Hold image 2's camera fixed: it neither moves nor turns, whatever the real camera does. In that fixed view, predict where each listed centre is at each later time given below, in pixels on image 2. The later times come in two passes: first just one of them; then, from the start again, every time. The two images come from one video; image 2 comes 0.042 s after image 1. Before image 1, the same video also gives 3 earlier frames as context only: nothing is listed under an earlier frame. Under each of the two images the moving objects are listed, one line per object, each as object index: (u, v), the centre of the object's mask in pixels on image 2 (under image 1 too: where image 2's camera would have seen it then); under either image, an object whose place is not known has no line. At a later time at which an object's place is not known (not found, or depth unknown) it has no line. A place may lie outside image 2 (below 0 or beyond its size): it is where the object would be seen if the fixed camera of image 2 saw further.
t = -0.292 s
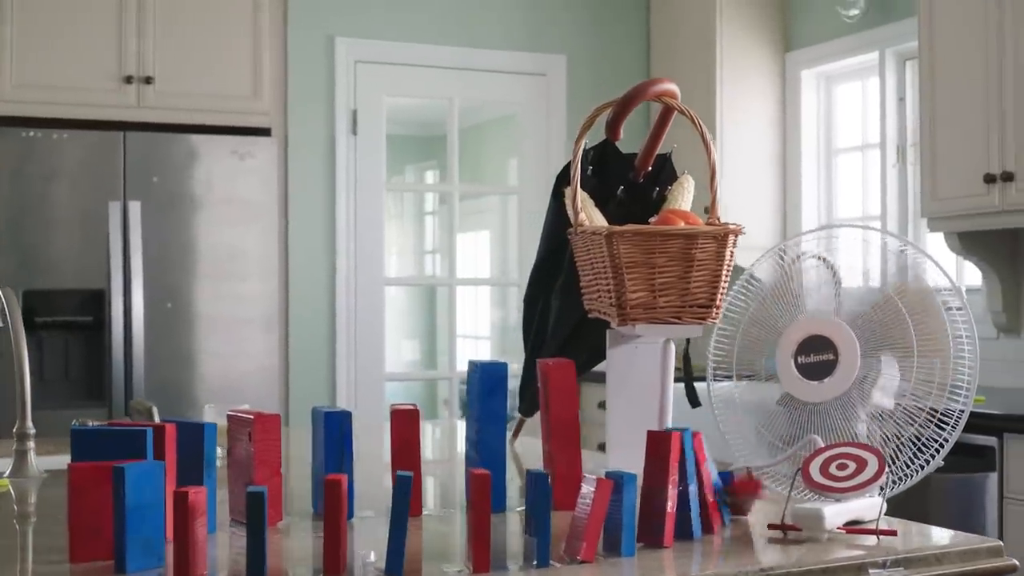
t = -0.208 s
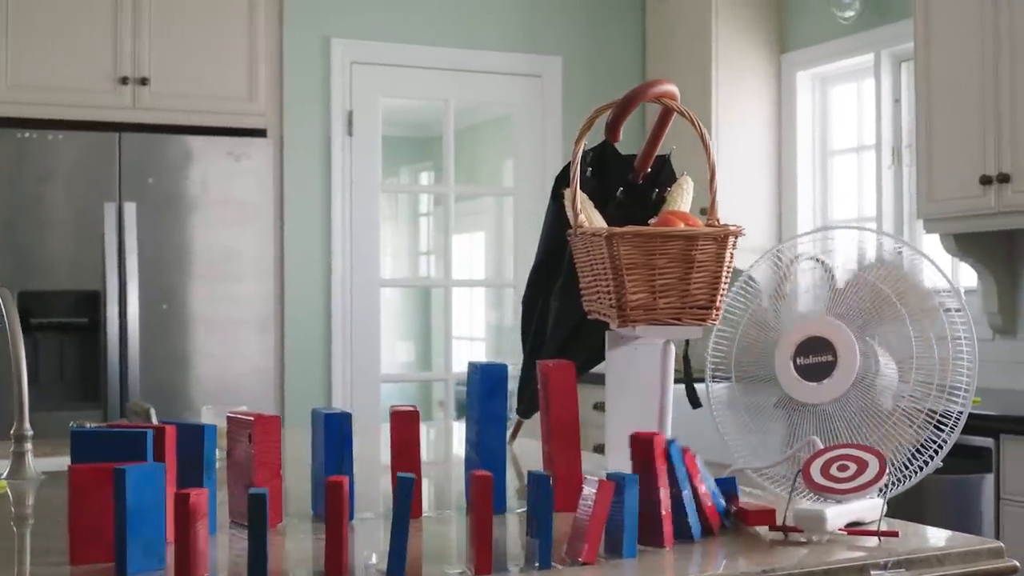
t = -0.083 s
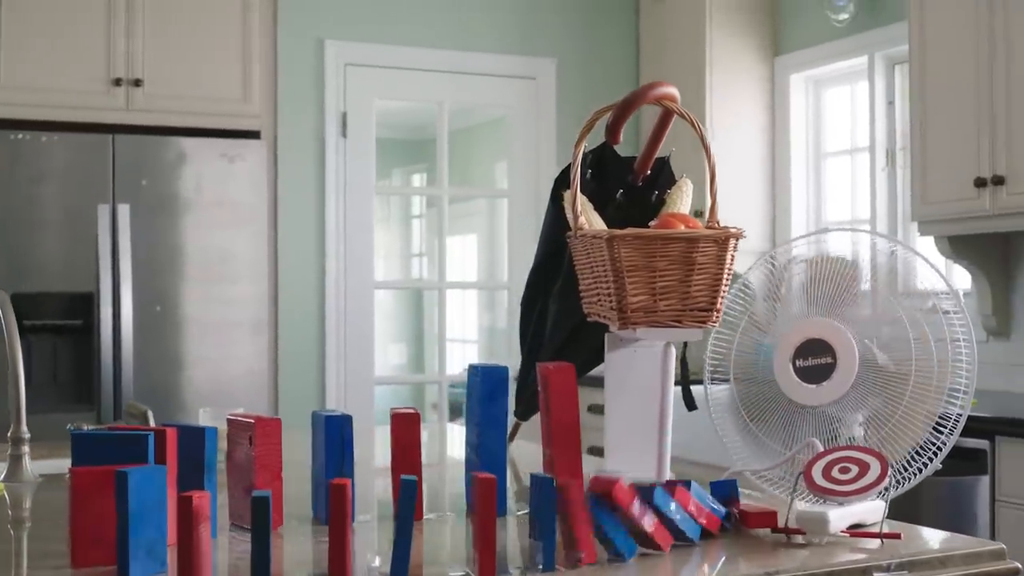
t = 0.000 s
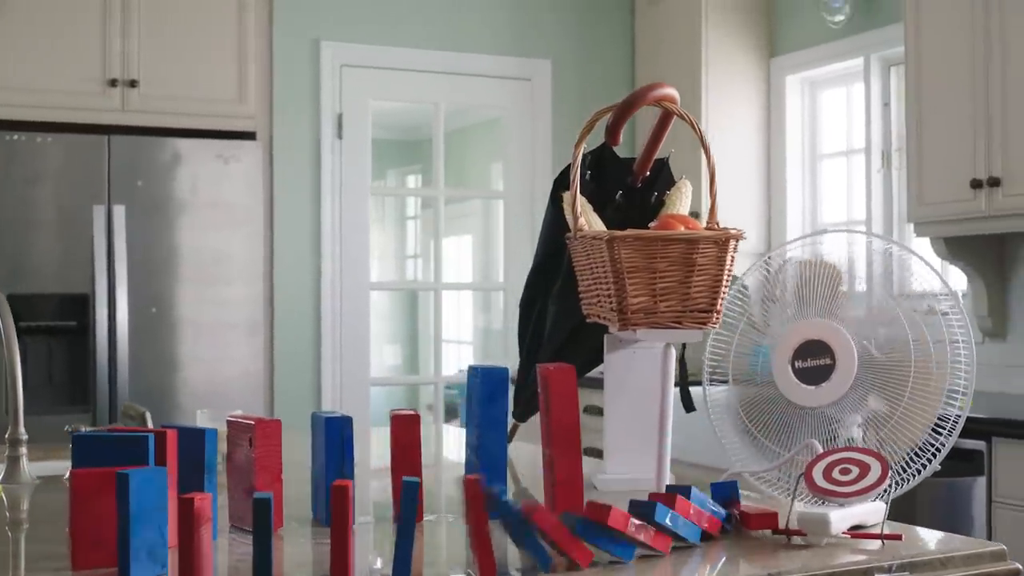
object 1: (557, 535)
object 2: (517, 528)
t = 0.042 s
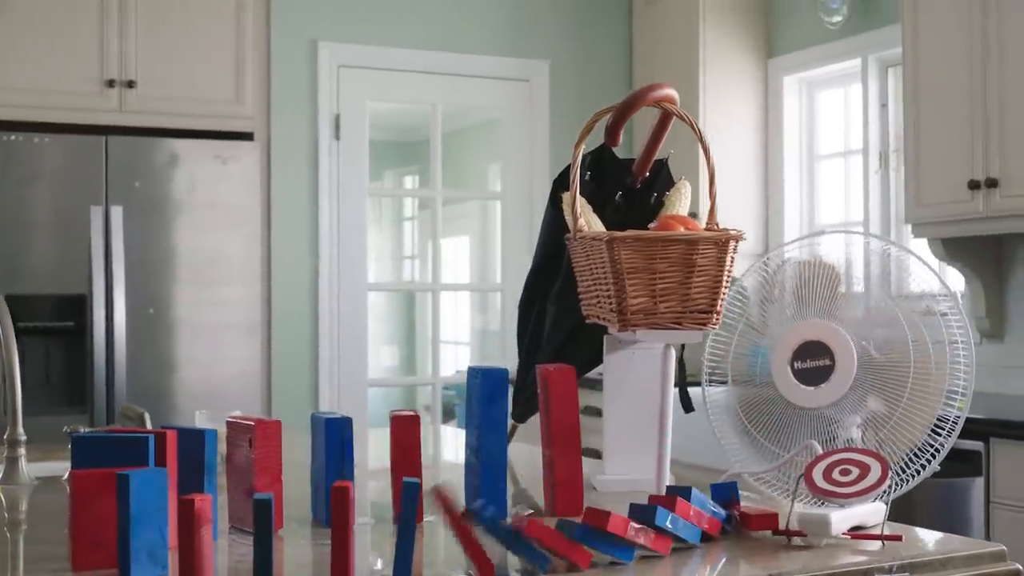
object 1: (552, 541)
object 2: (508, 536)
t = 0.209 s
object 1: (551, 547)
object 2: (499, 551)
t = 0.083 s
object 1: (549, 544)
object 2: (502, 543)
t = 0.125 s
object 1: (549, 546)
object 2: (499, 548)
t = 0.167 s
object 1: (550, 547)
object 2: (498, 550)
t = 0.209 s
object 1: (551, 547)
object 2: (499, 551)
